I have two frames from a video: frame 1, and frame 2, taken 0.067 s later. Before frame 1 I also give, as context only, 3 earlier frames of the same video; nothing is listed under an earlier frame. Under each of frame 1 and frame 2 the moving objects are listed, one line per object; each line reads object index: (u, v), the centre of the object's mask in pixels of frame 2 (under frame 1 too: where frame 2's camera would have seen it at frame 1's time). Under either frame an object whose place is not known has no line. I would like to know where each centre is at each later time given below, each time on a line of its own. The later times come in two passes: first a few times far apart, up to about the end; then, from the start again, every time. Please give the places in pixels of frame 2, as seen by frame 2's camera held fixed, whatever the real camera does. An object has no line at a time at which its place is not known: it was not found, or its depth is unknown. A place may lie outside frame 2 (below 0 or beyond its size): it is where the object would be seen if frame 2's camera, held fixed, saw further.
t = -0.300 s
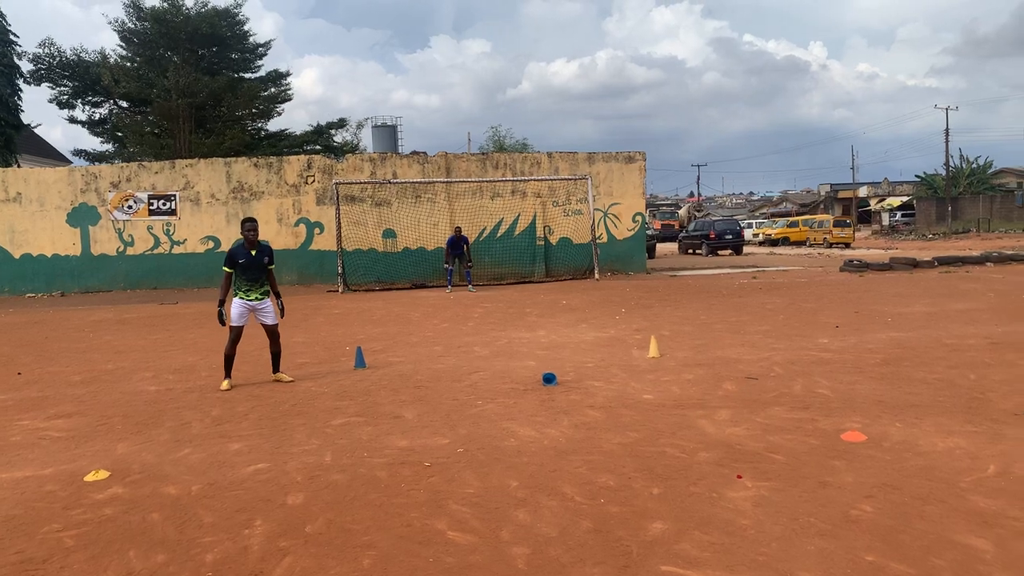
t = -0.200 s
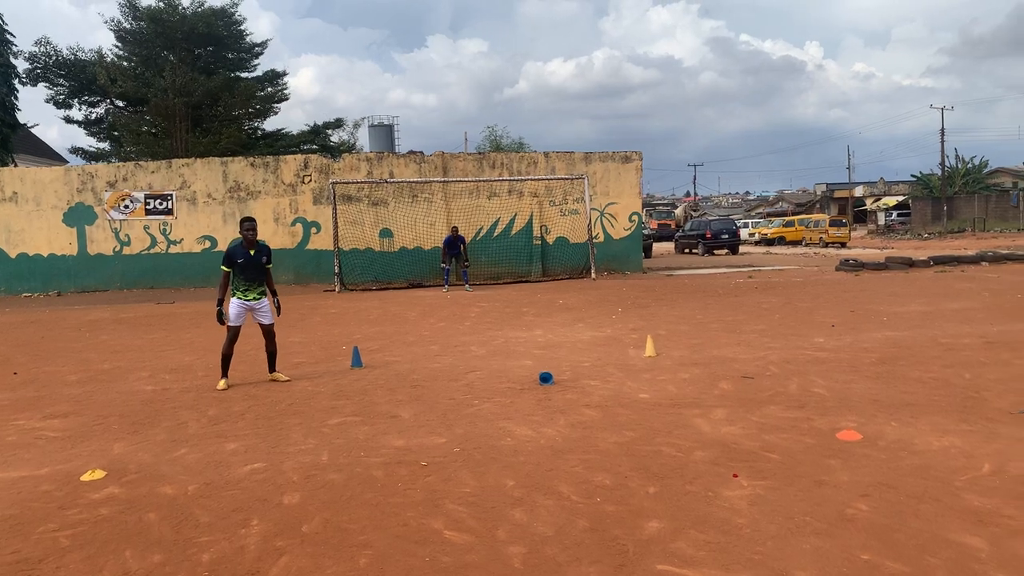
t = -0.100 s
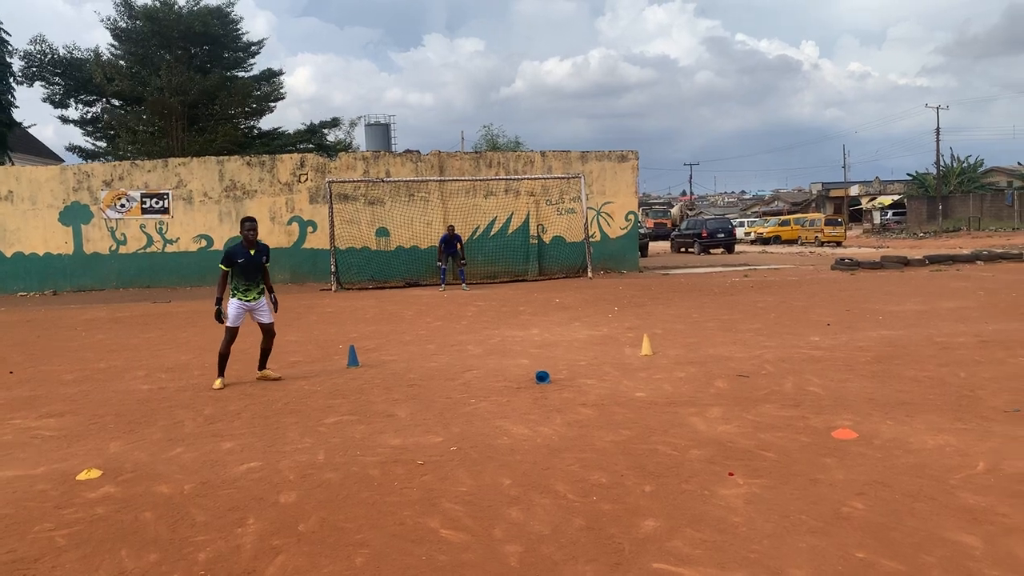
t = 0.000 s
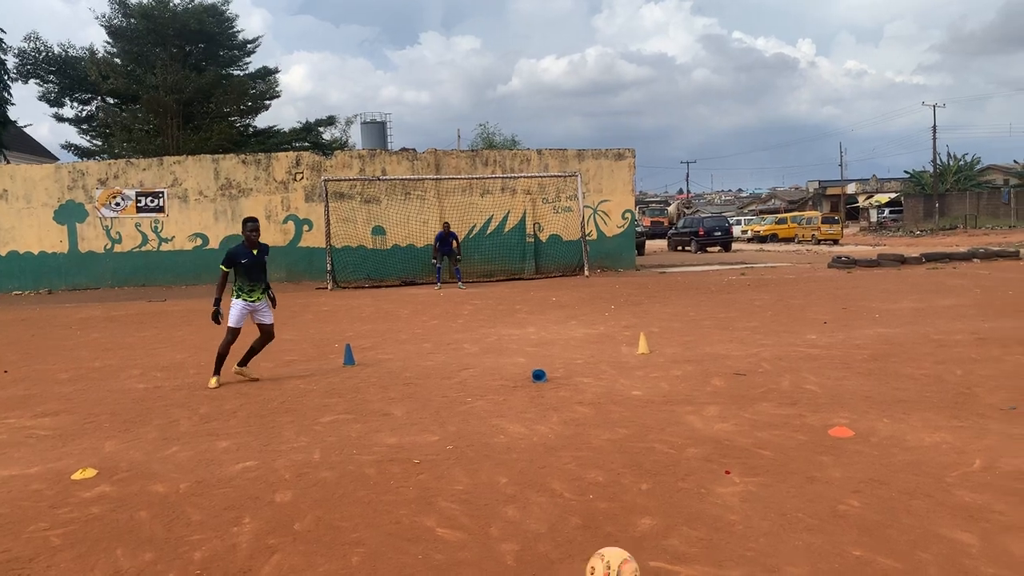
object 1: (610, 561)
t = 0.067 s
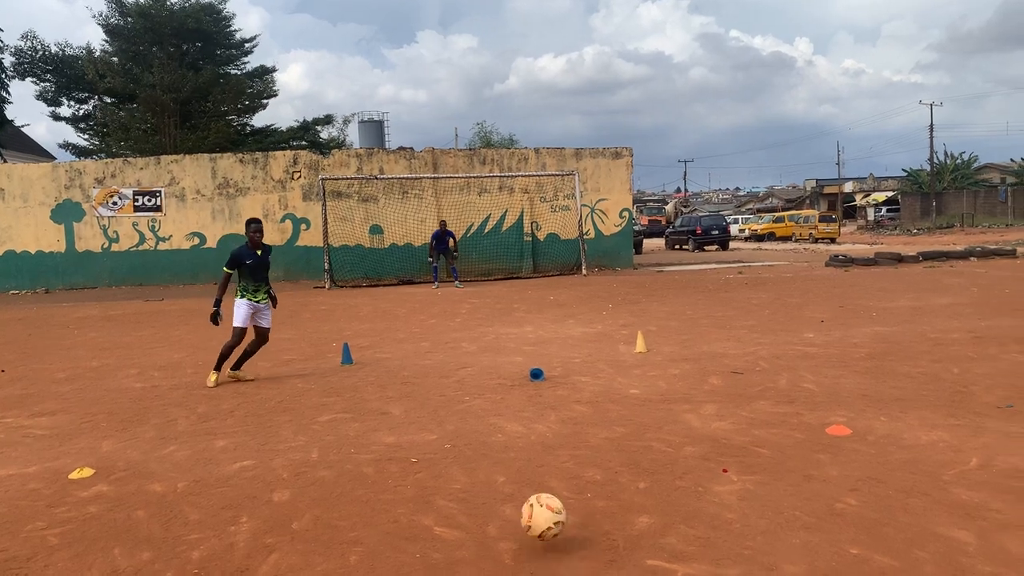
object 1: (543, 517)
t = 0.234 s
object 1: (444, 444)
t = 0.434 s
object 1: (387, 395)
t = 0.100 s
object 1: (517, 497)
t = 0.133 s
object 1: (494, 482)
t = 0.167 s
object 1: (474, 473)
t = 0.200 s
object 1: (458, 457)
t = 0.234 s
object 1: (444, 444)
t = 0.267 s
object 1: (431, 435)
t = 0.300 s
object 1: (419, 429)
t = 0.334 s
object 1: (409, 419)
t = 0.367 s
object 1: (401, 410)
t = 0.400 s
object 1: (394, 401)
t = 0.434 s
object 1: (387, 395)
